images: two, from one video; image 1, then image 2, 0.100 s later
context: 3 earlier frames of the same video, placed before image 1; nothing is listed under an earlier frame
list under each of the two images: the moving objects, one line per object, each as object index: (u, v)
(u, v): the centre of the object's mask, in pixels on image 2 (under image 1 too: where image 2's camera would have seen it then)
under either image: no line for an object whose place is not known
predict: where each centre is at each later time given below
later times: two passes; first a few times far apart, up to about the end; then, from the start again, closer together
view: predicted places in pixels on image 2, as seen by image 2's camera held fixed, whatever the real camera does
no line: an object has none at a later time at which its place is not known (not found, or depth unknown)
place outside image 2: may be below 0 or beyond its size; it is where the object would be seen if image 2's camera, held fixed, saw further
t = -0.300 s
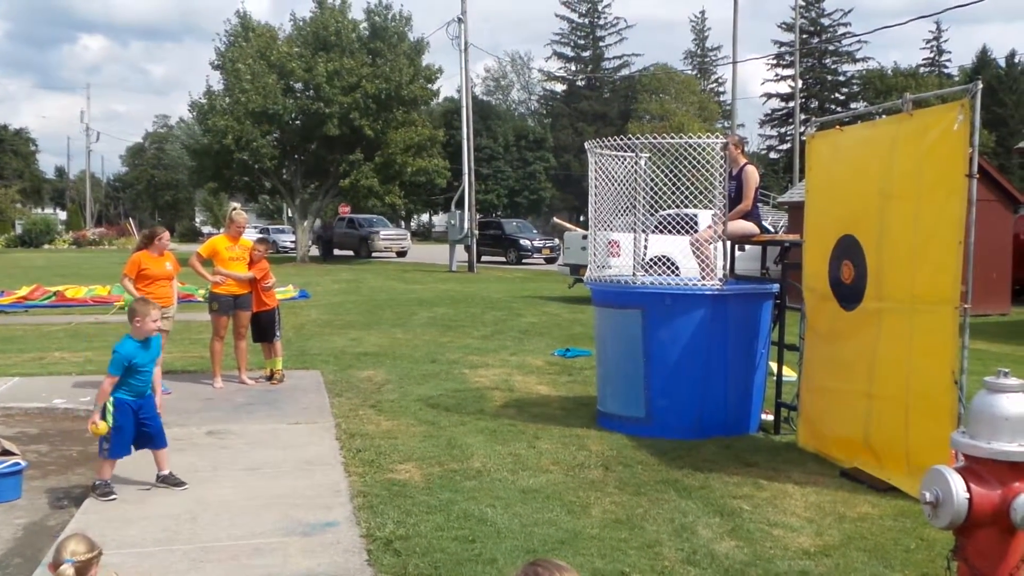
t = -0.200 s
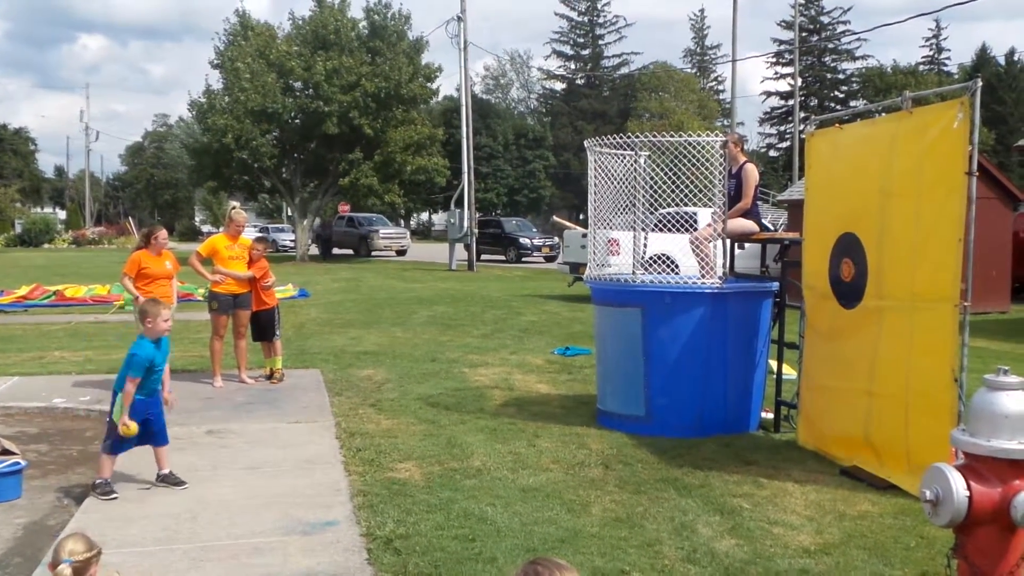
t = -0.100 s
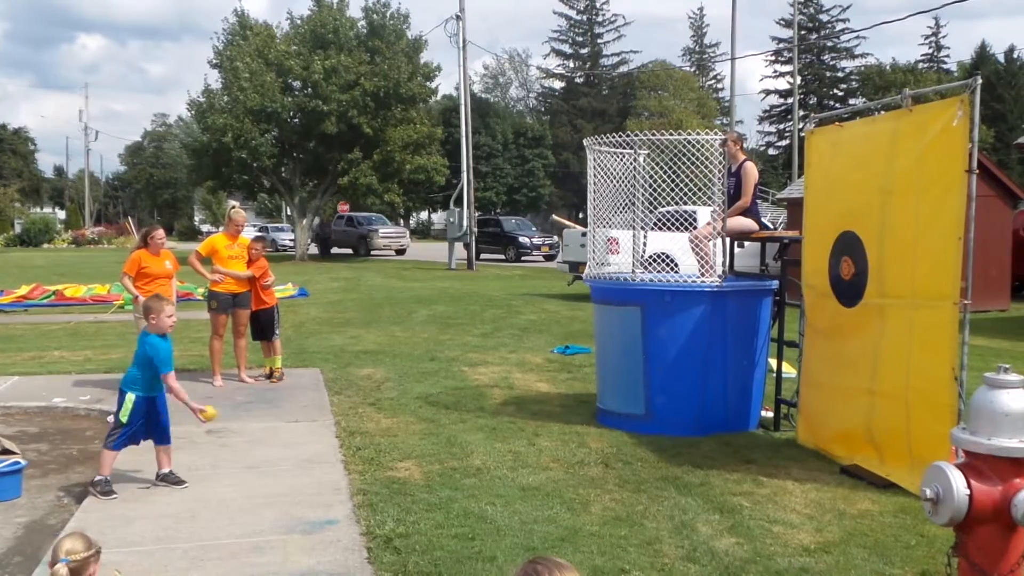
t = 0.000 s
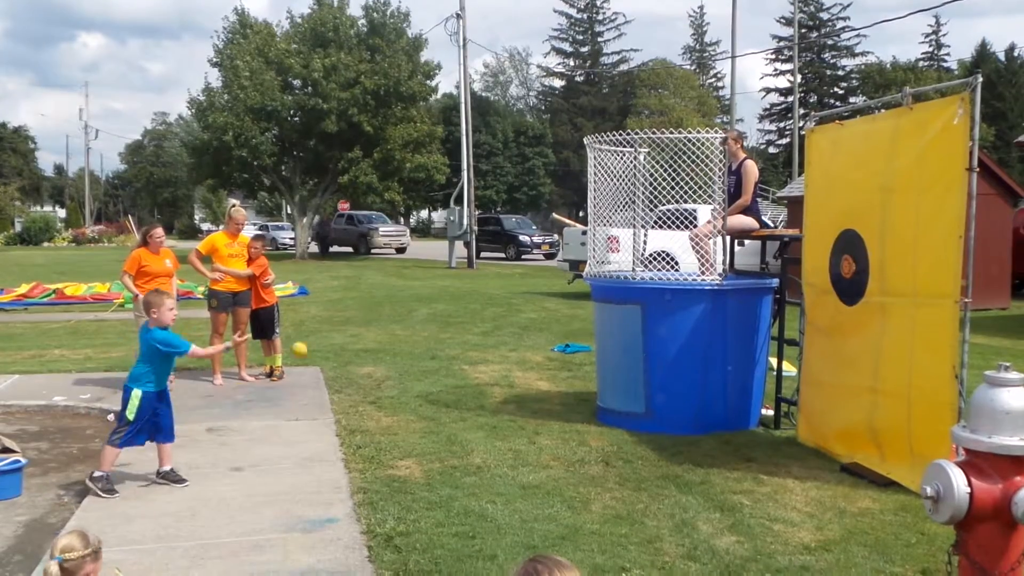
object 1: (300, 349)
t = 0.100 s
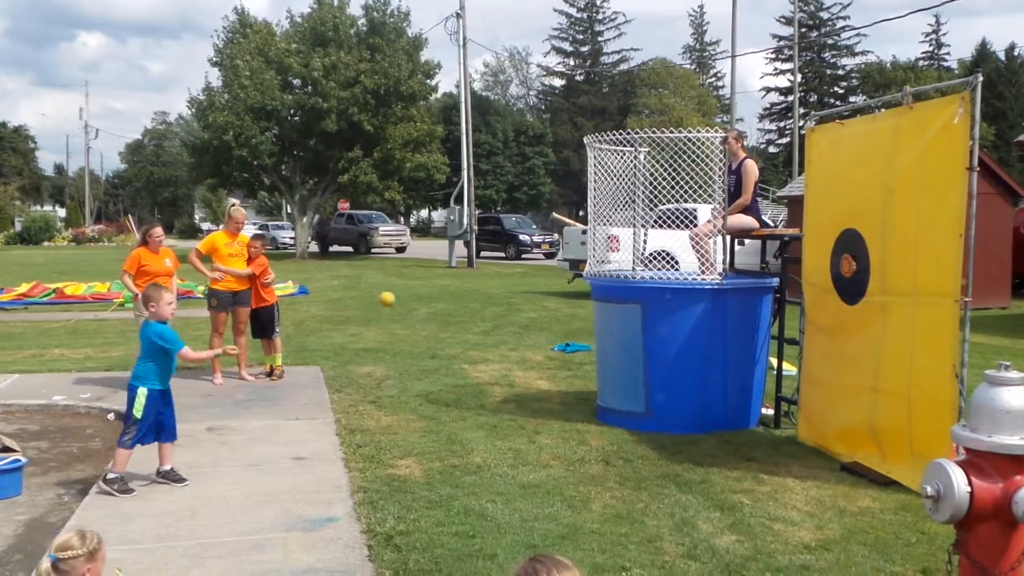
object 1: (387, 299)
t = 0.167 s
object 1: (444, 275)
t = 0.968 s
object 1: (809, 434)
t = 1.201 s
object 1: (777, 428)
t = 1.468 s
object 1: (746, 441)
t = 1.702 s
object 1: (726, 440)
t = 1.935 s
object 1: (716, 439)
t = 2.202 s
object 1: (712, 439)
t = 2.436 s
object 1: (712, 439)
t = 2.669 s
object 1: (712, 439)
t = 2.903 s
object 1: (712, 439)
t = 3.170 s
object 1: (712, 439)
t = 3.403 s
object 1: (711, 439)
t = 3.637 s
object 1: (712, 439)
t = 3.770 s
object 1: (711, 439)
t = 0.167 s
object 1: (444, 275)
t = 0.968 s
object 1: (809, 434)
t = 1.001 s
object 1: (805, 444)
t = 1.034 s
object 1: (804, 442)
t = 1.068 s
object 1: (802, 436)
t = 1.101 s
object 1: (790, 430)
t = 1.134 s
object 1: (789, 429)
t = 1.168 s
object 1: (784, 428)
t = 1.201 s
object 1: (777, 428)
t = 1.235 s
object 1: (773, 431)
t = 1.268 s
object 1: (770, 435)
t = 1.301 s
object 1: (764, 440)
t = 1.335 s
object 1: (760, 442)
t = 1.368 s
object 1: (756, 440)
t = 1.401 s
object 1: (752, 439)
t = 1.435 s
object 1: (749, 439)
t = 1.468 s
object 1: (746, 441)
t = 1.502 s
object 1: (742, 442)
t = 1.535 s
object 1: (739, 441)
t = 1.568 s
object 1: (736, 439)
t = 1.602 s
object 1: (734, 439)
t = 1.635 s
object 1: (731, 440)
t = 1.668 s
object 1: (728, 440)
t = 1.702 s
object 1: (726, 440)
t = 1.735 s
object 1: (724, 440)
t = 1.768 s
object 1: (722, 439)
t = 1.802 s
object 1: (721, 439)
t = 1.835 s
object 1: (720, 439)
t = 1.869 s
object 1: (718, 439)
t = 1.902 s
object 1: (717, 439)
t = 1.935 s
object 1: (716, 439)
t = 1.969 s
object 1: (715, 439)
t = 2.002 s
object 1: (714, 439)
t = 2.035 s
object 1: (714, 439)
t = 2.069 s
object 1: (713, 439)
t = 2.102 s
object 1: (712, 439)
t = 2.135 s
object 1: (712, 439)
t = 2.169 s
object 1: (712, 439)
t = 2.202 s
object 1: (712, 439)
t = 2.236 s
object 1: (711, 439)
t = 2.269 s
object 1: (712, 439)
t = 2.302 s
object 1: (712, 439)
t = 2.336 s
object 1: (712, 439)
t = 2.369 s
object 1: (712, 439)
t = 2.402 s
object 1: (712, 439)
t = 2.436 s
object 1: (712, 439)
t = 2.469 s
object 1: (712, 439)
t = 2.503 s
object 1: (712, 439)
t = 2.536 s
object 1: (712, 439)
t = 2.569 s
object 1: (712, 439)
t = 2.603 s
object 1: (712, 439)
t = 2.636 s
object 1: (712, 439)
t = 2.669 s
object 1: (712, 439)
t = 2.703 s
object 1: (712, 439)
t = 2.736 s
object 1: (712, 439)
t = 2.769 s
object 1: (712, 439)
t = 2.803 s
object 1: (712, 439)
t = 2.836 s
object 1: (712, 439)
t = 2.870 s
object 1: (712, 439)
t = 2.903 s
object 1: (712, 439)
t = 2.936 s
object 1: (712, 439)
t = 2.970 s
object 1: (712, 439)
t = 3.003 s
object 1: (712, 439)
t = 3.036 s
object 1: (712, 439)
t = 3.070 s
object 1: (712, 439)
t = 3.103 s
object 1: (712, 439)
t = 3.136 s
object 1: (712, 439)
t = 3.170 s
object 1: (712, 439)
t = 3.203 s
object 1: (712, 439)
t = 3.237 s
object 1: (712, 439)
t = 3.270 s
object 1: (711, 439)
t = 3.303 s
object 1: (711, 439)
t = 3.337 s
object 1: (711, 439)
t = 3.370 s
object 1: (711, 439)
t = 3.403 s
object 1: (711, 439)
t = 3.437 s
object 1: (711, 439)
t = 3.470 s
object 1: (711, 439)
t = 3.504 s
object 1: (712, 439)
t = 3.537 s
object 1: (712, 439)
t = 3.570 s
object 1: (712, 440)
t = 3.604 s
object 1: (712, 439)
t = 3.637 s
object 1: (712, 439)
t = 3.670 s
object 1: (712, 439)
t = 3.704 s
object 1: (712, 440)
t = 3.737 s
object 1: (712, 440)
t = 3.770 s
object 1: (711, 439)
